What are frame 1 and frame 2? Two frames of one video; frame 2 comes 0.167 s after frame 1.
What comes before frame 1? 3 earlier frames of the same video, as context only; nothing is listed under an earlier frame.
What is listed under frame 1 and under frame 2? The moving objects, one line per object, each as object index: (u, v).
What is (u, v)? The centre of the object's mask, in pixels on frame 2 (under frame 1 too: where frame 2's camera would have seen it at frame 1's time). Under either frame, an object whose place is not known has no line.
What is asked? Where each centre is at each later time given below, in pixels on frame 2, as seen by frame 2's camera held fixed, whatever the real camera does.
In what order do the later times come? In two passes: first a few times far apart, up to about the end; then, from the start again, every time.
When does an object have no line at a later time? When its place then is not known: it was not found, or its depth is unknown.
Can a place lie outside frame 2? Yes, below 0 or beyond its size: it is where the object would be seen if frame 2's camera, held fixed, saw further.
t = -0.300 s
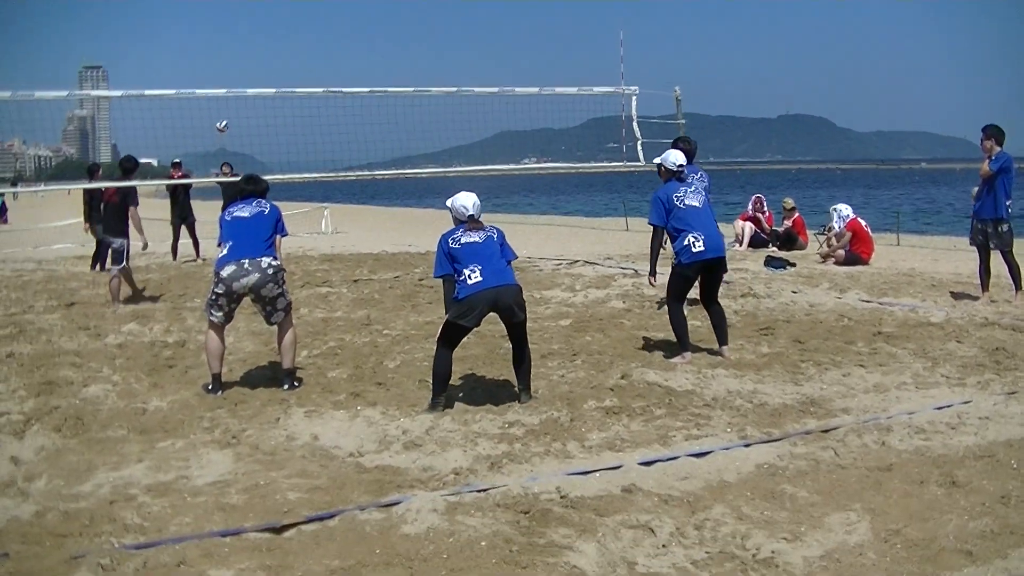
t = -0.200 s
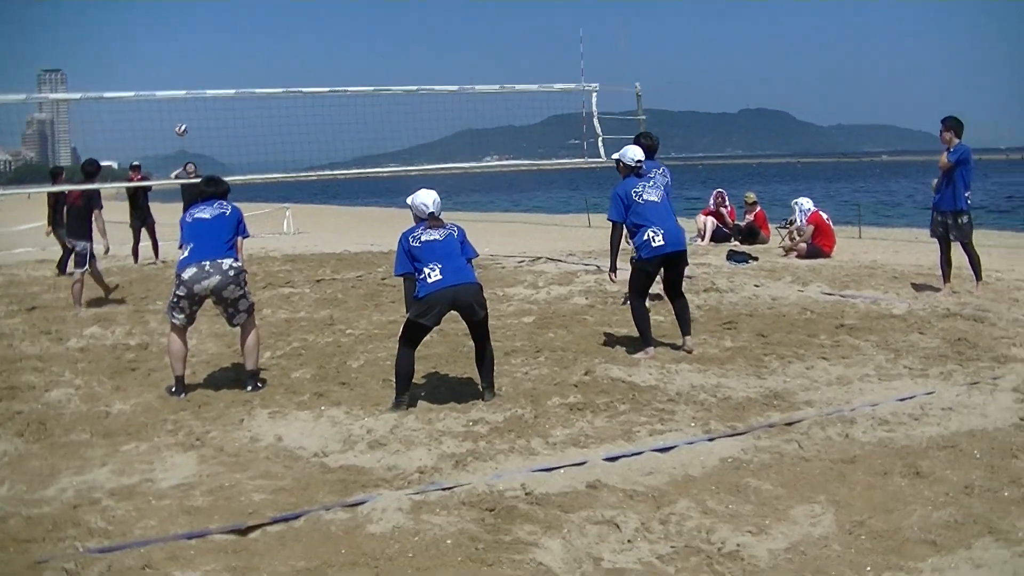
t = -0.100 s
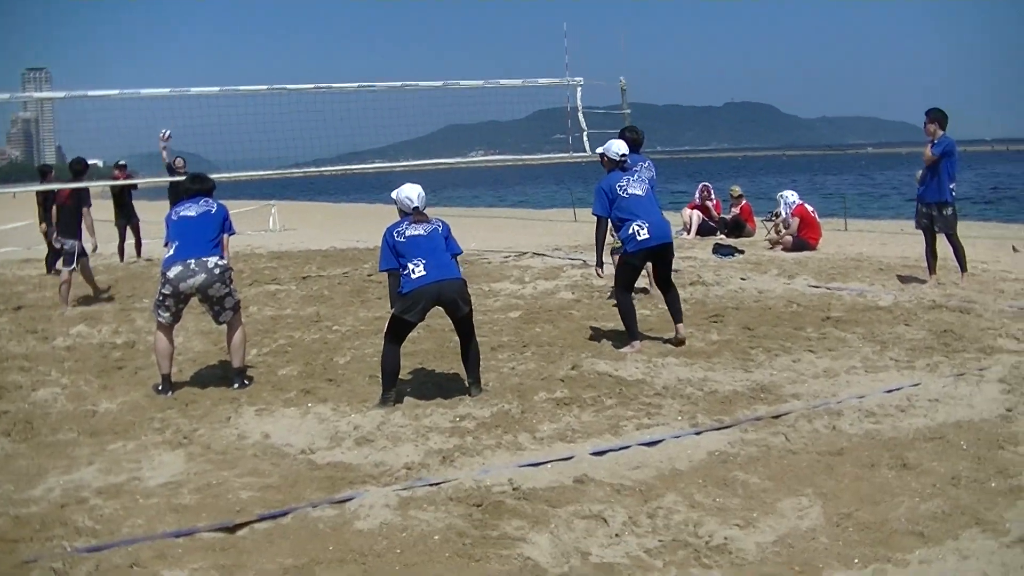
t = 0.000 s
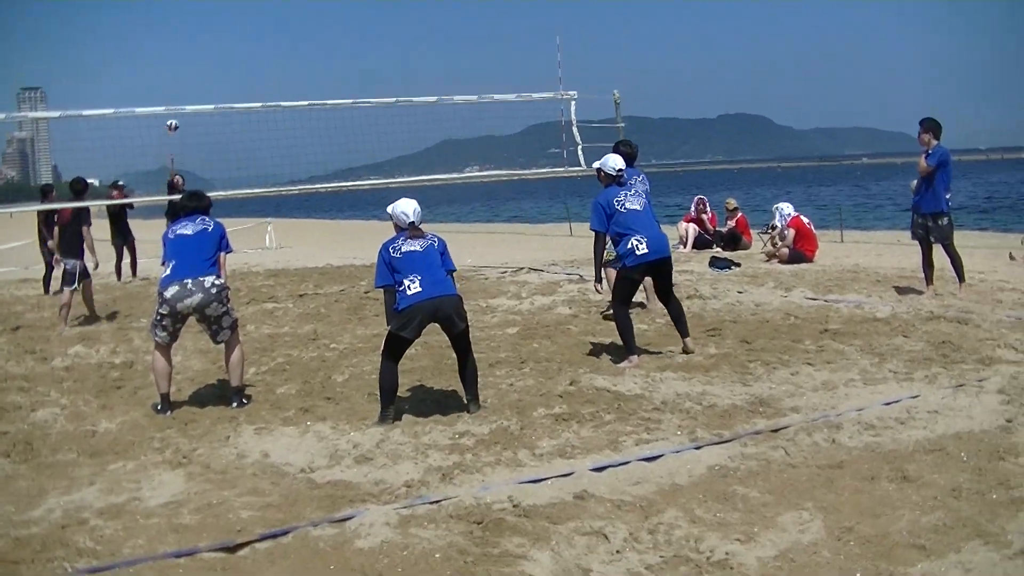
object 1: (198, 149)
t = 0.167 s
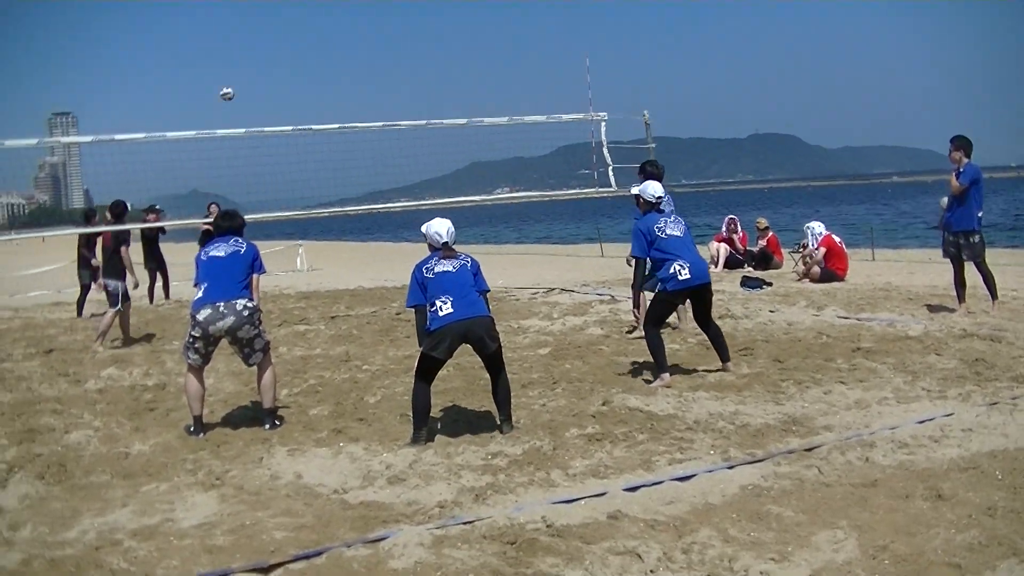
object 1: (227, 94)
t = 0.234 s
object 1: (237, 75)
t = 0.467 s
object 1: (282, 30)
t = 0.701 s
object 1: (332, 23)
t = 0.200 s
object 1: (232, 84)
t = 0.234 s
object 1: (237, 75)
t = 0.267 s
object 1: (243, 67)
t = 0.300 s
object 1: (249, 58)
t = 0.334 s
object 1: (257, 51)
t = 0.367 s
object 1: (263, 45)
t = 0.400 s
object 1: (268, 39)
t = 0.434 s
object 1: (275, 34)
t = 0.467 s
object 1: (282, 30)
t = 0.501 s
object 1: (289, 26)
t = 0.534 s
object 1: (296, 23)
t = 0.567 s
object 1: (302, 22)
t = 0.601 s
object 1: (309, 20)
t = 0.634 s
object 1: (317, 21)
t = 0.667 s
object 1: (324, 21)
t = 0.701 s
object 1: (332, 23)
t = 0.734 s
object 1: (341, 26)
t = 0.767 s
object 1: (350, 30)
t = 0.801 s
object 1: (360, 34)
